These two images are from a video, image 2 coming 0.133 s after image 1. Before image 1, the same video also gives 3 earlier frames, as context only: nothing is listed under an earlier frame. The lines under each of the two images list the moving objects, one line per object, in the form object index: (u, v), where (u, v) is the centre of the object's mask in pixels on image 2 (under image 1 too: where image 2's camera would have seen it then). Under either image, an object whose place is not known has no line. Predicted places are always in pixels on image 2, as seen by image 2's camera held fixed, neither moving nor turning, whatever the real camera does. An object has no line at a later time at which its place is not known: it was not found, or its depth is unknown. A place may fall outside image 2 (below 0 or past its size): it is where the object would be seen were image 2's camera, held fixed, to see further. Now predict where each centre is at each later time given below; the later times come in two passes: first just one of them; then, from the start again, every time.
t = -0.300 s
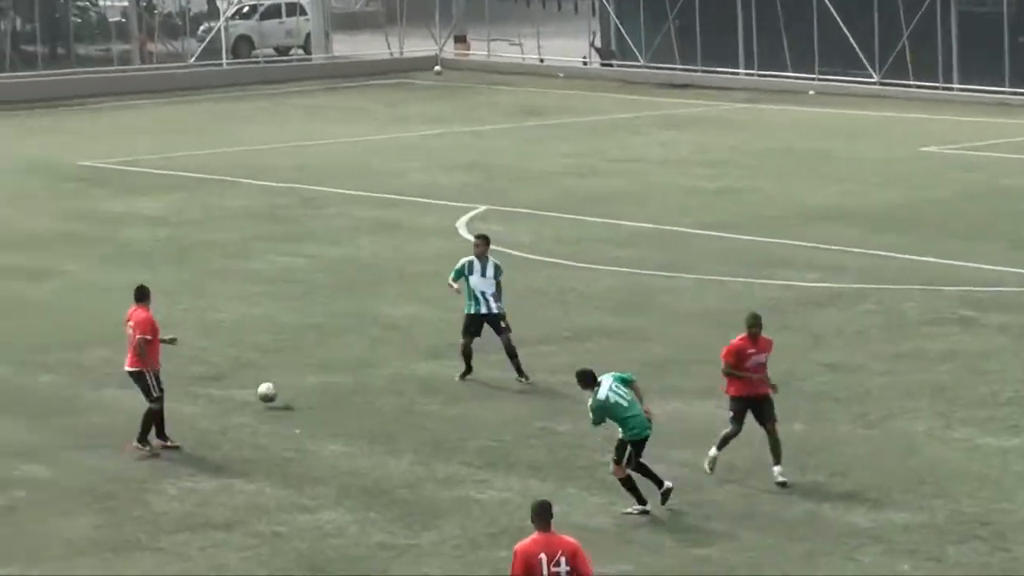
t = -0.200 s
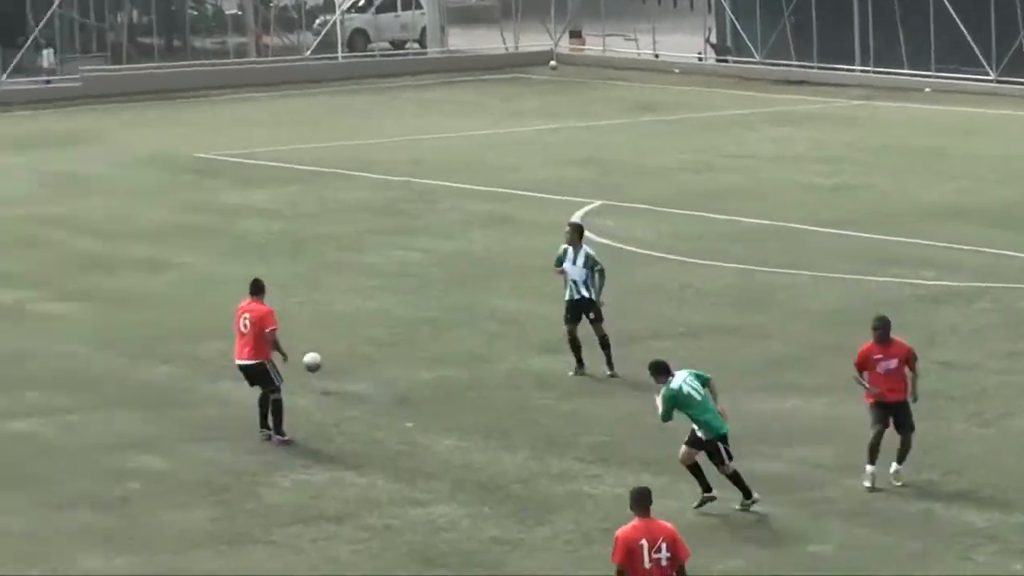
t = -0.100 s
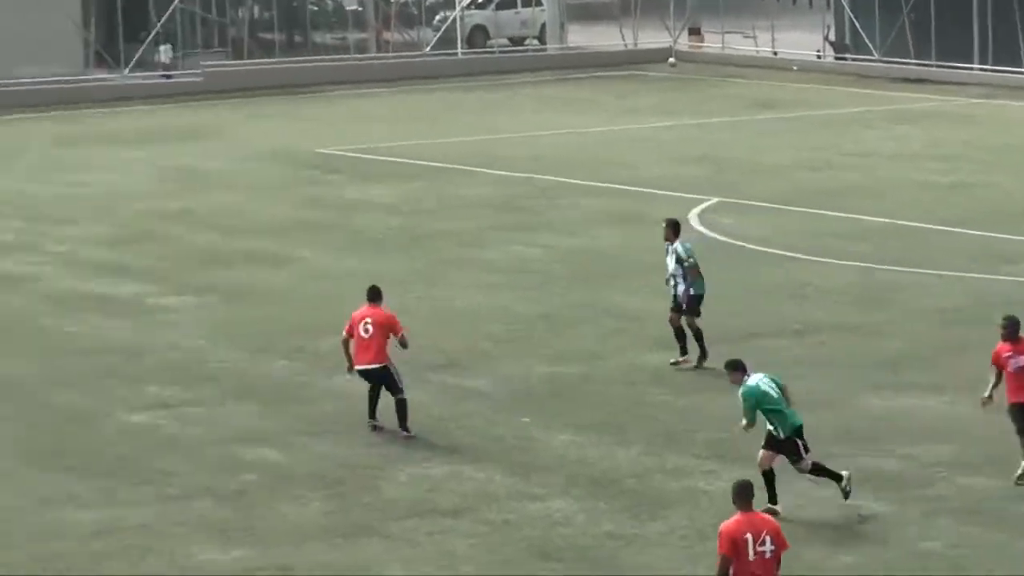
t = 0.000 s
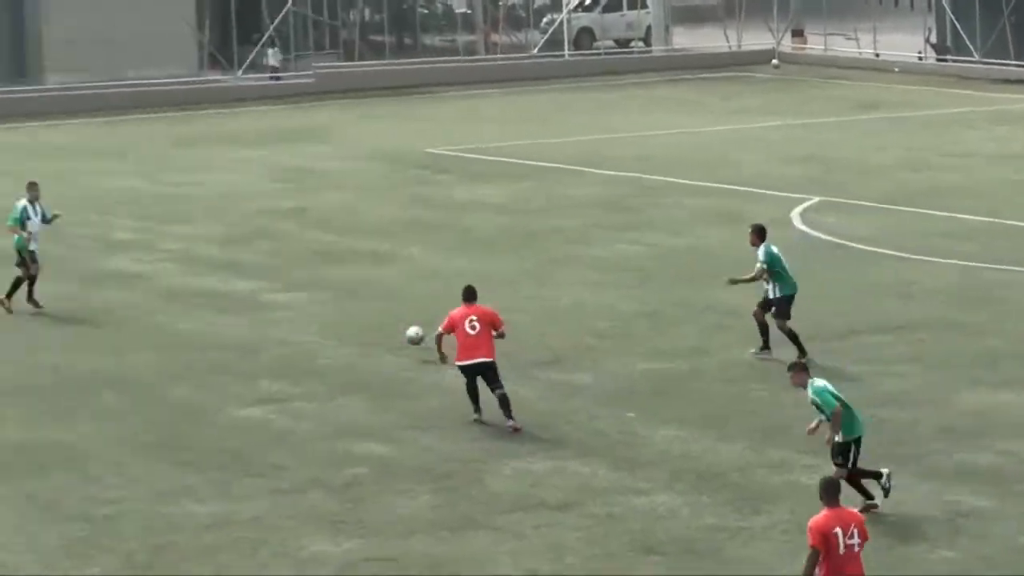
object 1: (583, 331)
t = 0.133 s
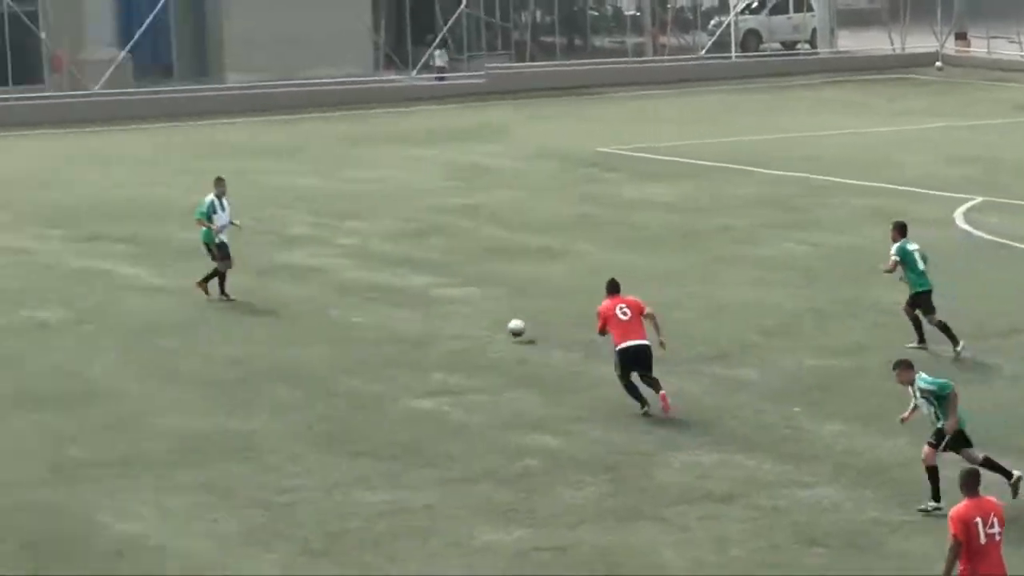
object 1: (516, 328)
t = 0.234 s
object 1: (474, 311)
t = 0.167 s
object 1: (502, 321)
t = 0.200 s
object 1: (488, 316)
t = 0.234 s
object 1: (474, 311)
